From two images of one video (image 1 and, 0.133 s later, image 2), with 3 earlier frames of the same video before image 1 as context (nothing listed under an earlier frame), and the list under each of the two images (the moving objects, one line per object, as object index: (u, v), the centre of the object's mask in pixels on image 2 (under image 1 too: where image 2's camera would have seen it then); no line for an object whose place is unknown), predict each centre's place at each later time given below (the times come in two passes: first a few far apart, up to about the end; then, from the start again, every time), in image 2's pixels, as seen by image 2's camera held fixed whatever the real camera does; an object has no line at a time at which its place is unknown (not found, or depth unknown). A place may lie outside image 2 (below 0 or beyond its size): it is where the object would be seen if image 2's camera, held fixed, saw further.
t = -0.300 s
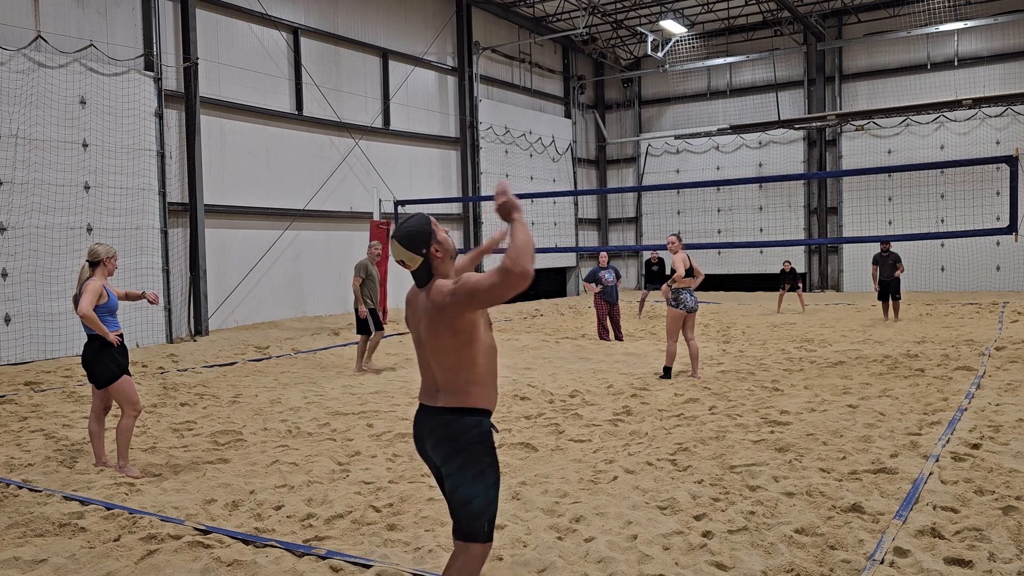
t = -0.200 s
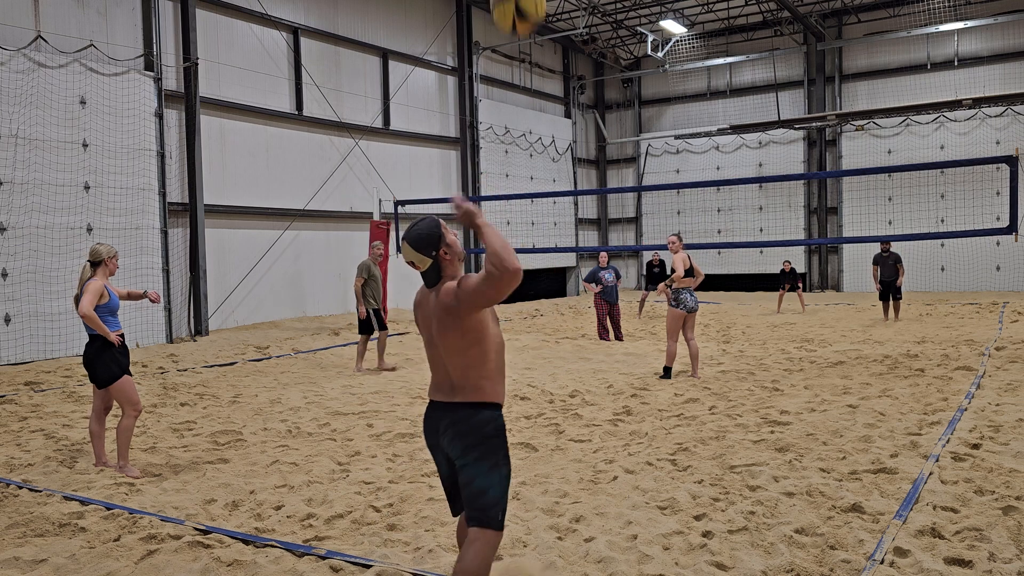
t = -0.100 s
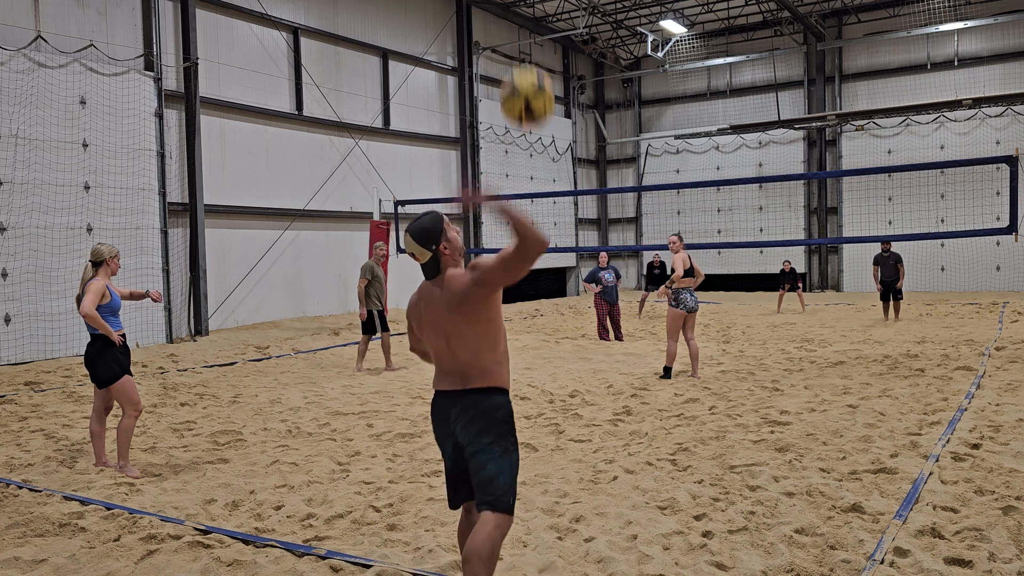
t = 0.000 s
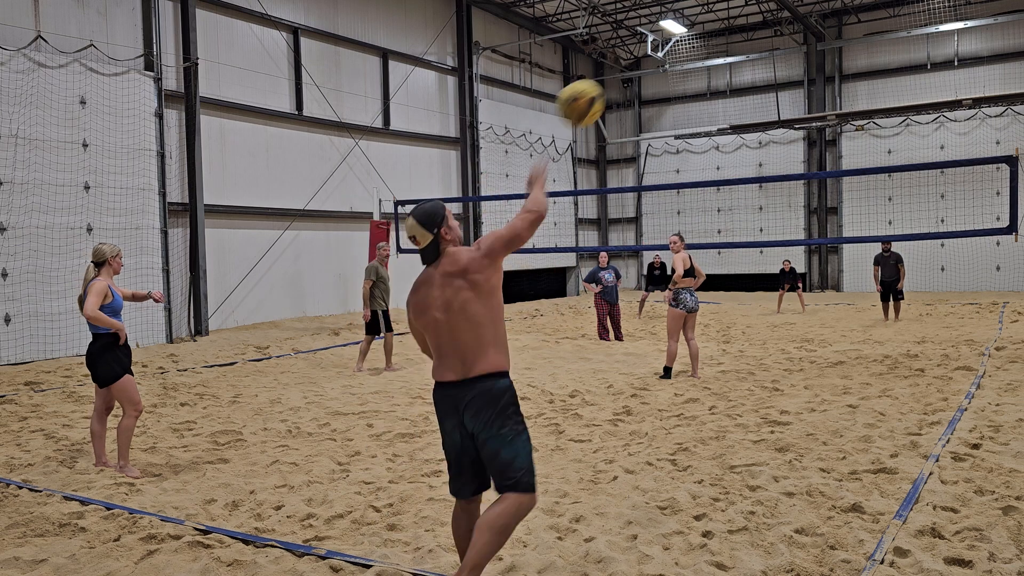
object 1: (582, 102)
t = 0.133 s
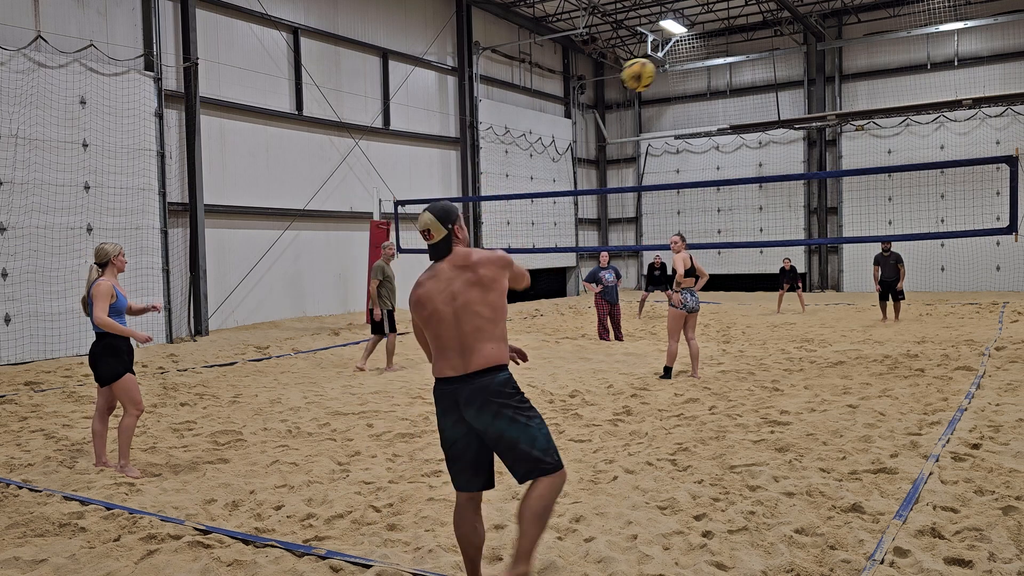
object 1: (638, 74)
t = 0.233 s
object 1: (664, 77)
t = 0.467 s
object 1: (697, 118)
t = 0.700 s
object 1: (714, 176)
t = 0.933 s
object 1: (731, 217)
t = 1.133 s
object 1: (741, 270)
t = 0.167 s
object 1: (648, 74)
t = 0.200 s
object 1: (657, 75)
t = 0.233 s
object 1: (664, 77)
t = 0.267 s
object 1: (671, 81)
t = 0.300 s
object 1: (676, 85)
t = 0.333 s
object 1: (681, 91)
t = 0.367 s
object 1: (686, 96)
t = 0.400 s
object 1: (690, 103)
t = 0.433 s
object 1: (694, 110)
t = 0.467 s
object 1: (697, 118)
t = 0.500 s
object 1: (700, 126)
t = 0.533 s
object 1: (703, 134)
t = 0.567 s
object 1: (706, 142)
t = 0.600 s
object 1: (708, 152)
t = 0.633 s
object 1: (710, 160)
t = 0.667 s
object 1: (712, 169)
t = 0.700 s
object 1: (714, 176)
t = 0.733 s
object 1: (717, 178)
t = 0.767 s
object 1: (720, 190)
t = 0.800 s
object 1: (722, 192)
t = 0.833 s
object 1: (724, 197)
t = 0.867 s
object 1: (727, 203)
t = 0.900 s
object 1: (728, 211)
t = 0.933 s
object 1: (731, 217)
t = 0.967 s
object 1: (733, 226)
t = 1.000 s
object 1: (735, 234)
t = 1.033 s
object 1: (737, 238)
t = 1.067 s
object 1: (738, 251)
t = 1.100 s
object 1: (740, 260)
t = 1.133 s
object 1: (741, 270)
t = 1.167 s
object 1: (743, 280)
